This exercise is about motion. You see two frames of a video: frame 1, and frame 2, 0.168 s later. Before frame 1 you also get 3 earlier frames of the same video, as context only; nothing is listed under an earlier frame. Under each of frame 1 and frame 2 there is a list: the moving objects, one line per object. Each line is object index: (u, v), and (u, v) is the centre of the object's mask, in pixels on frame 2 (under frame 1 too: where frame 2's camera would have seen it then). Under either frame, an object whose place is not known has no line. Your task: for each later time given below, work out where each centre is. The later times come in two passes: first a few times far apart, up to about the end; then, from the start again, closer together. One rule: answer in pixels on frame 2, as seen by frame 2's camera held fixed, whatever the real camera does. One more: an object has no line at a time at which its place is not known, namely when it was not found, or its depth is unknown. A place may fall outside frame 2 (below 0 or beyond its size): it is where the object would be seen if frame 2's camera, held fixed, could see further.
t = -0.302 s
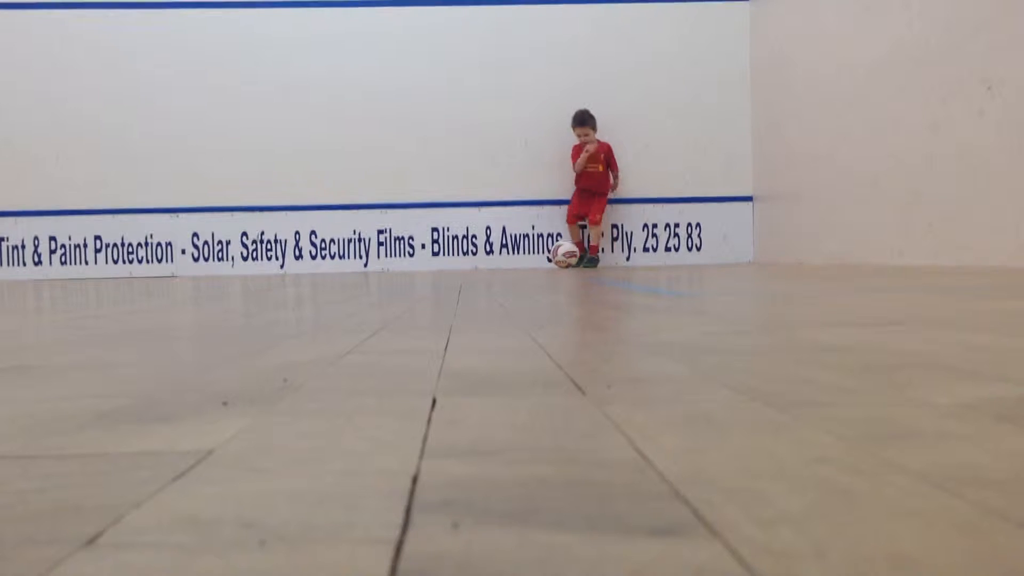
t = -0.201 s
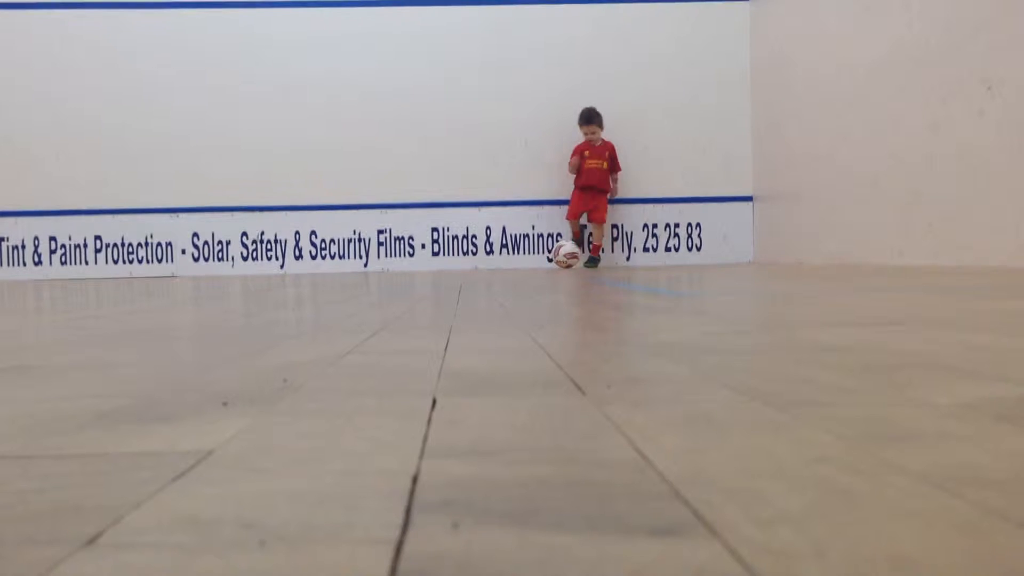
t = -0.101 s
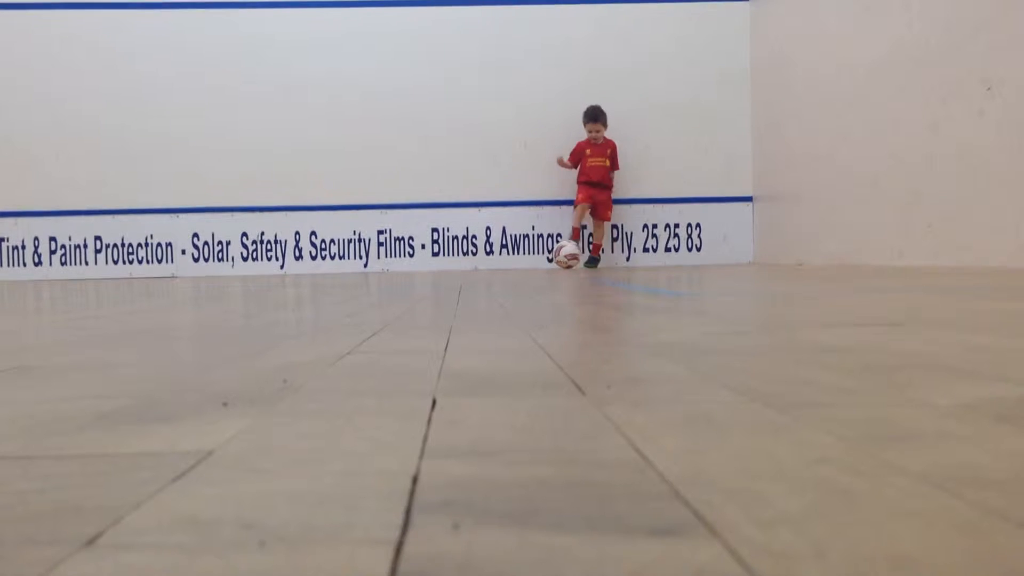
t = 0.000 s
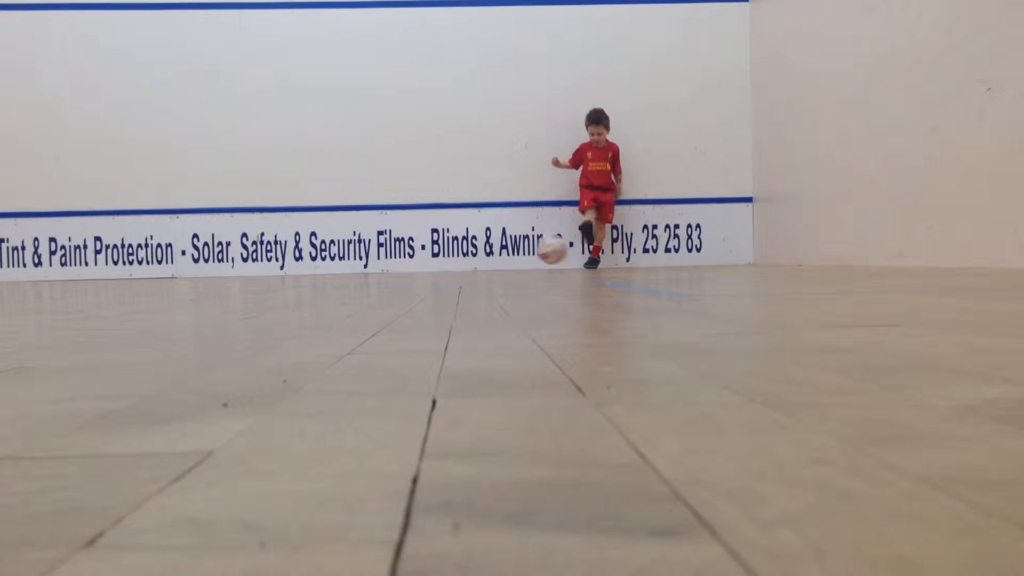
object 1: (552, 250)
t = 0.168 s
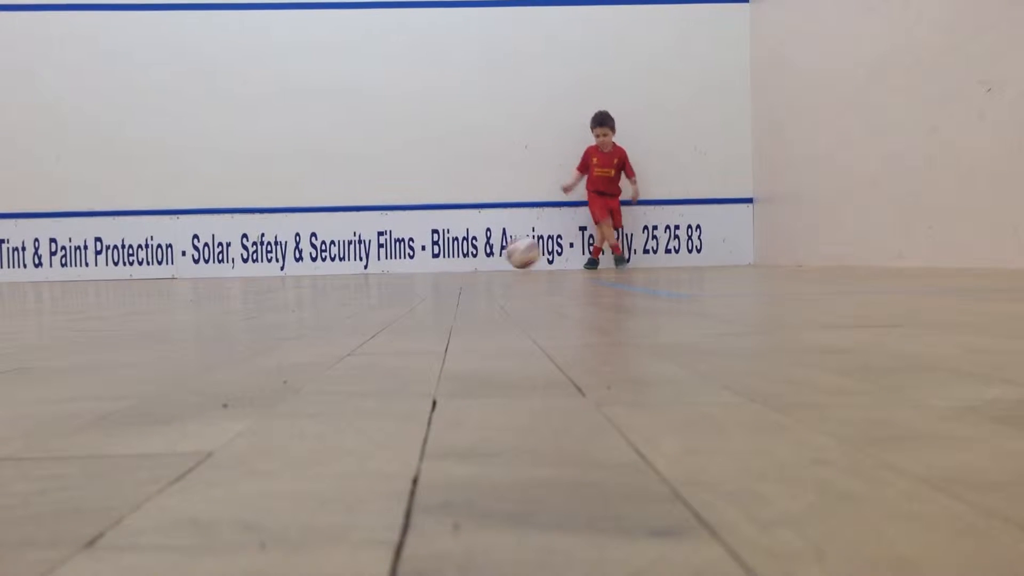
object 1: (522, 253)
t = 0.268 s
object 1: (505, 251)
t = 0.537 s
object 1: (453, 256)
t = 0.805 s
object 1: (387, 251)
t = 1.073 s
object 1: (295, 247)
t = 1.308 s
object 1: (196, 240)
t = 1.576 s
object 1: (42, 238)
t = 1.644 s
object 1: (16, 252)
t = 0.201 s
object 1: (516, 251)
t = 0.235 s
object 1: (510, 251)
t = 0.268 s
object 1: (505, 251)
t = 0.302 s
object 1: (499, 254)
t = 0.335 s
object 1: (492, 256)
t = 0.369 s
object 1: (486, 252)
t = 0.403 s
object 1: (480, 248)
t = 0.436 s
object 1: (474, 247)
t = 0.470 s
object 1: (467, 248)
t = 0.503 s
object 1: (460, 252)
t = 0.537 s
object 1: (453, 256)
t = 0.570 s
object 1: (446, 252)
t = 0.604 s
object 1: (439, 249)
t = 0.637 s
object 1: (431, 249)
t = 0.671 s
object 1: (422, 252)
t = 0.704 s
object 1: (414, 257)
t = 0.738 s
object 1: (406, 252)
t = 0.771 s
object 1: (396, 250)
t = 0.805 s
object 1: (387, 251)
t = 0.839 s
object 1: (376, 255)
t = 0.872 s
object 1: (366, 255)
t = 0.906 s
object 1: (354, 251)
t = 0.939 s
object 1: (344, 249)
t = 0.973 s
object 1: (331, 252)
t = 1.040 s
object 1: (307, 251)
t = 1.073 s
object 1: (295, 247)
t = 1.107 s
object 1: (283, 246)
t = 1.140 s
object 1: (269, 248)
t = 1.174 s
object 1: (255, 254)
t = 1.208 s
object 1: (240, 253)
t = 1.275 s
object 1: (211, 241)
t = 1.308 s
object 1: (196, 240)
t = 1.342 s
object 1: (179, 242)
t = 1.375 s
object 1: (161, 250)
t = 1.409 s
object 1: (142, 255)
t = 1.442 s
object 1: (122, 245)
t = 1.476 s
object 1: (104, 237)
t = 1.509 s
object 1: (83, 234)
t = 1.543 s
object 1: (63, 233)
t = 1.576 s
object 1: (42, 238)
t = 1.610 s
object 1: (26, 250)
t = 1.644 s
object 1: (16, 252)
